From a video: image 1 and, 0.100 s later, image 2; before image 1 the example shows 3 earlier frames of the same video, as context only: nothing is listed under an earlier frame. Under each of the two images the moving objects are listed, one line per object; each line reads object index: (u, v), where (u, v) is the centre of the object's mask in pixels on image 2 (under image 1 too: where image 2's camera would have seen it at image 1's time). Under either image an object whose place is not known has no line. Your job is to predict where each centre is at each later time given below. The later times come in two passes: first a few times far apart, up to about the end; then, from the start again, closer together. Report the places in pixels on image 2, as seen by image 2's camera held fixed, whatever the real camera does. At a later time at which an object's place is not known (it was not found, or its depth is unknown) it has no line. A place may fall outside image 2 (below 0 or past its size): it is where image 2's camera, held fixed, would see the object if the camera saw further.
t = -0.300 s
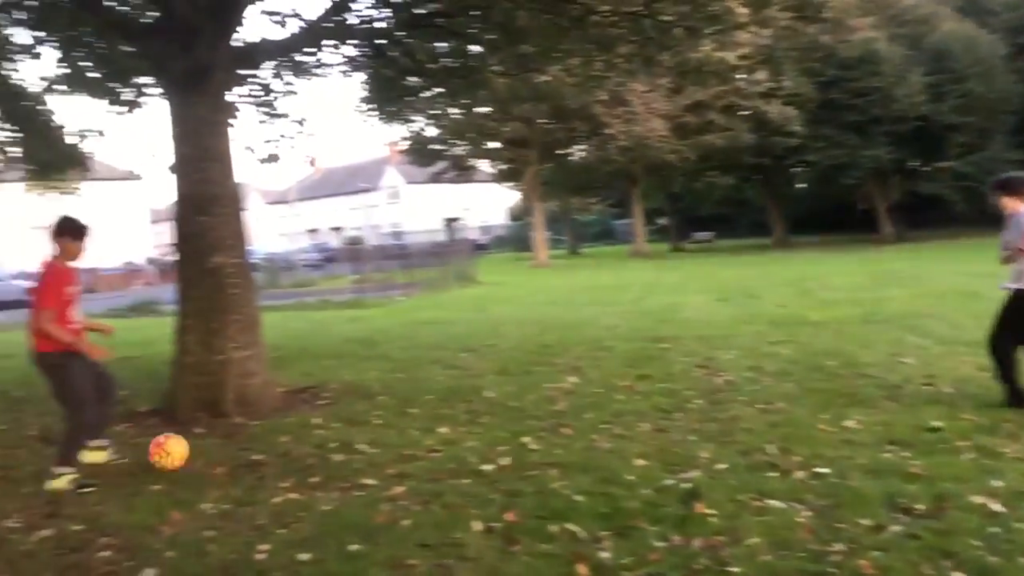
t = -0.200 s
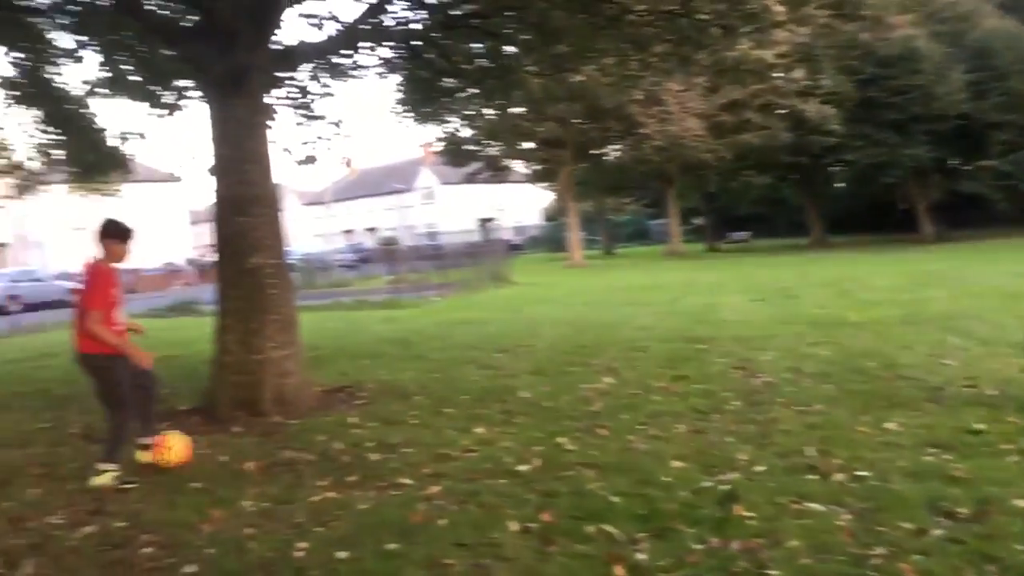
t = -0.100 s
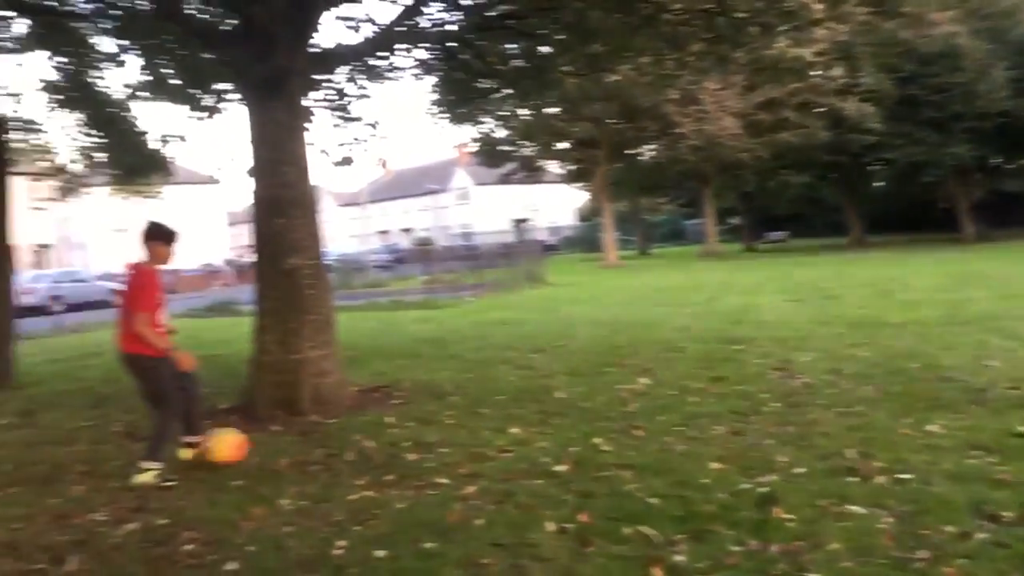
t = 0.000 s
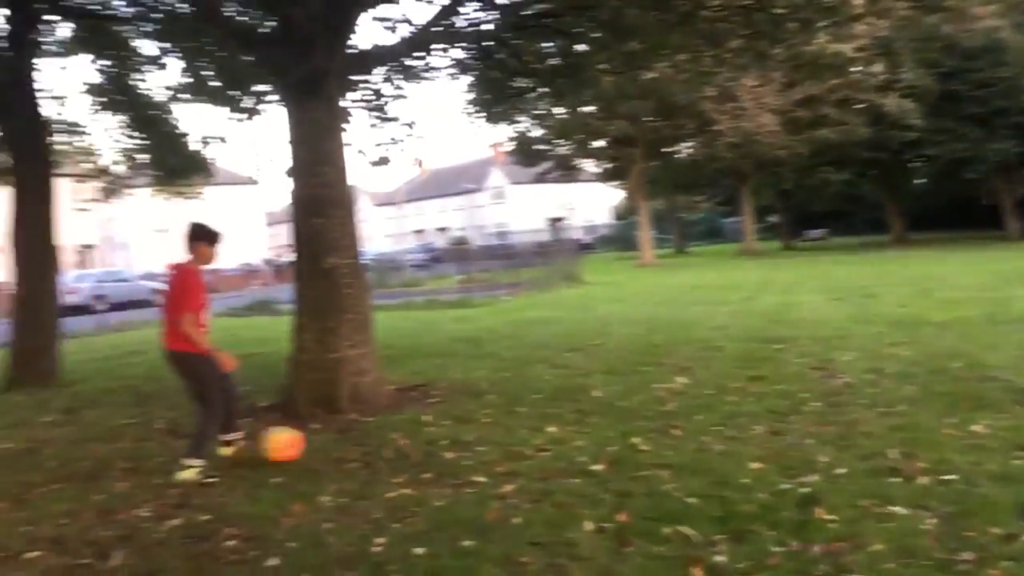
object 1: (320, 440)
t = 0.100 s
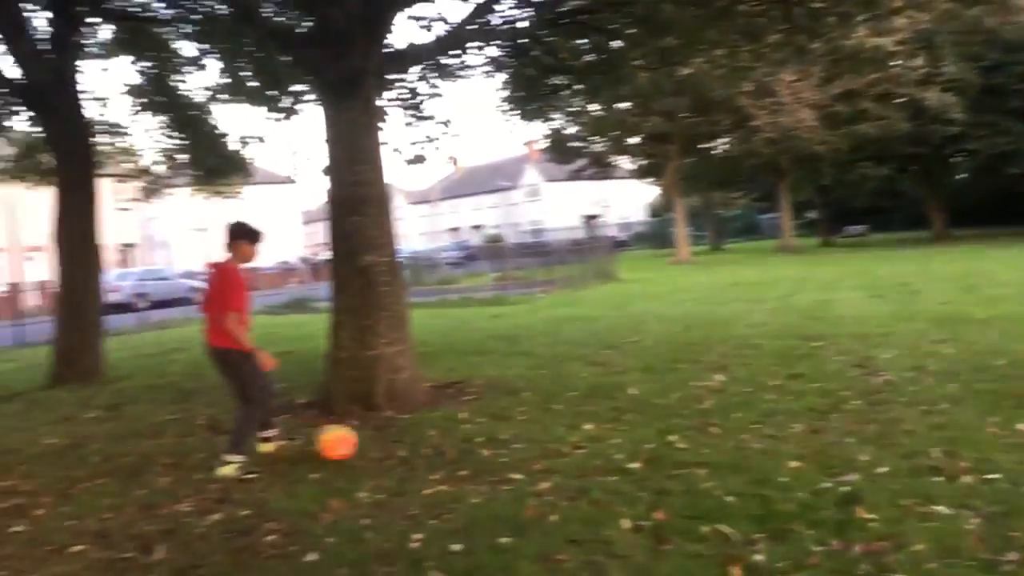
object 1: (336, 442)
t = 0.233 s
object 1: (356, 445)
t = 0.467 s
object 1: (388, 446)
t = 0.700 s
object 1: (416, 445)
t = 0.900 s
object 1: (439, 448)
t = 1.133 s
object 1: (463, 447)
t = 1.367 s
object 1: (484, 446)
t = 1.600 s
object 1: (506, 445)
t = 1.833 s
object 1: (529, 447)
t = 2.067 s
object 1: (553, 447)
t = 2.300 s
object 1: (575, 447)
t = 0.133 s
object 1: (340, 443)
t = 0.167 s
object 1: (346, 444)
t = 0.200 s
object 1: (351, 444)
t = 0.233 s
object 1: (356, 445)
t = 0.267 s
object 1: (361, 447)
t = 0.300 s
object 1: (365, 448)
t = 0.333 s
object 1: (371, 447)
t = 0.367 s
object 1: (376, 446)
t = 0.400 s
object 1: (380, 446)
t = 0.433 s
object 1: (384, 446)
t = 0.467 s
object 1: (388, 446)
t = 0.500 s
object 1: (392, 445)
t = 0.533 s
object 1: (396, 444)
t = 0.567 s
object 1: (400, 445)
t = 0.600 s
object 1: (403, 445)
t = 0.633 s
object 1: (408, 445)
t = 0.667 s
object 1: (412, 445)
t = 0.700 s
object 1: (416, 445)
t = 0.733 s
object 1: (420, 446)
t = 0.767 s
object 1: (424, 447)
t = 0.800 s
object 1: (427, 447)
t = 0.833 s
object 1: (432, 447)
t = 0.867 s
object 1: (436, 447)
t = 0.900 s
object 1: (439, 448)
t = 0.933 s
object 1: (443, 448)
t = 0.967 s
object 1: (447, 448)
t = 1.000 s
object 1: (450, 448)
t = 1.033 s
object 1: (453, 447)
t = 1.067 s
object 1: (456, 447)
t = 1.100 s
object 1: (460, 447)
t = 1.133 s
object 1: (463, 447)
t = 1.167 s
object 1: (466, 447)
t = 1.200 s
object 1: (469, 447)
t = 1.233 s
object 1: (472, 447)
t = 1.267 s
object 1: (475, 446)
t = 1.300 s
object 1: (478, 446)
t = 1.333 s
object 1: (481, 446)
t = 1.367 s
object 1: (484, 446)
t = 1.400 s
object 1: (488, 445)
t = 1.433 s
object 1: (490, 445)
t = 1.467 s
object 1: (494, 445)
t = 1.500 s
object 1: (497, 445)
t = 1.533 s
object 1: (500, 445)
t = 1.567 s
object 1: (503, 445)
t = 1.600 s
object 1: (506, 445)
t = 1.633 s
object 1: (509, 445)
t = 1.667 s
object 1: (513, 445)
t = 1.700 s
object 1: (516, 446)
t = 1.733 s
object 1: (519, 446)
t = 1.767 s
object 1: (522, 446)
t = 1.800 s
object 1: (525, 447)
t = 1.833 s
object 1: (529, 447)
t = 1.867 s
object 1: (532, 447)
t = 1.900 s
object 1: (535, 447)
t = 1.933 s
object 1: (539, 447)
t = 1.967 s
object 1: (542, 447)
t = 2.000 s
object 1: (546, 447)
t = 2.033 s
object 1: (549, 447)
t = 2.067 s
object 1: (553, 447)
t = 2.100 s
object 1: (556, 447)
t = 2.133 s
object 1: (559, 447)
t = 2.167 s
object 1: (562, 448)
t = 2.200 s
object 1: (566, 447)
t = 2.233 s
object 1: (569, 447)
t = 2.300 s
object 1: (575, 447)
